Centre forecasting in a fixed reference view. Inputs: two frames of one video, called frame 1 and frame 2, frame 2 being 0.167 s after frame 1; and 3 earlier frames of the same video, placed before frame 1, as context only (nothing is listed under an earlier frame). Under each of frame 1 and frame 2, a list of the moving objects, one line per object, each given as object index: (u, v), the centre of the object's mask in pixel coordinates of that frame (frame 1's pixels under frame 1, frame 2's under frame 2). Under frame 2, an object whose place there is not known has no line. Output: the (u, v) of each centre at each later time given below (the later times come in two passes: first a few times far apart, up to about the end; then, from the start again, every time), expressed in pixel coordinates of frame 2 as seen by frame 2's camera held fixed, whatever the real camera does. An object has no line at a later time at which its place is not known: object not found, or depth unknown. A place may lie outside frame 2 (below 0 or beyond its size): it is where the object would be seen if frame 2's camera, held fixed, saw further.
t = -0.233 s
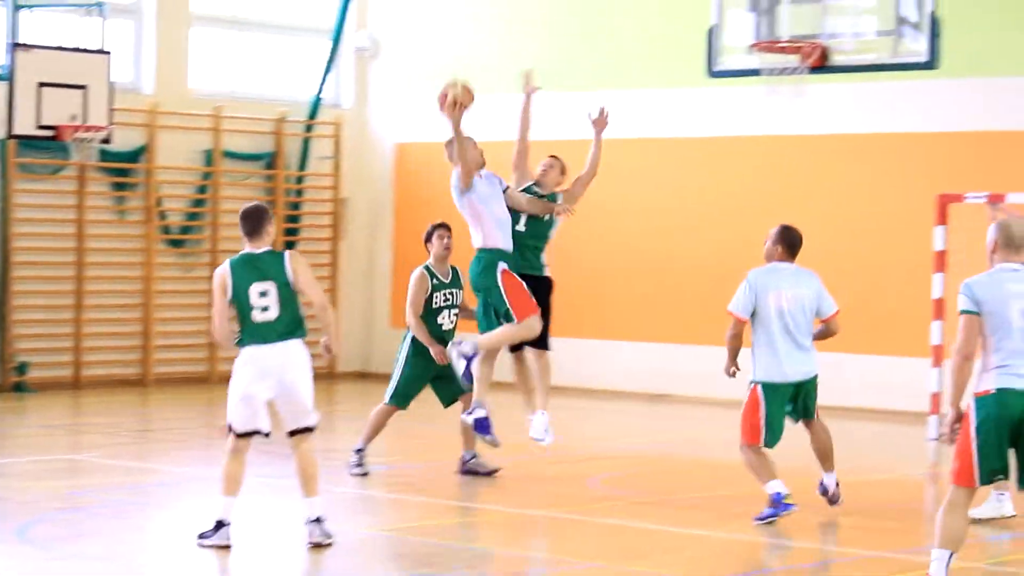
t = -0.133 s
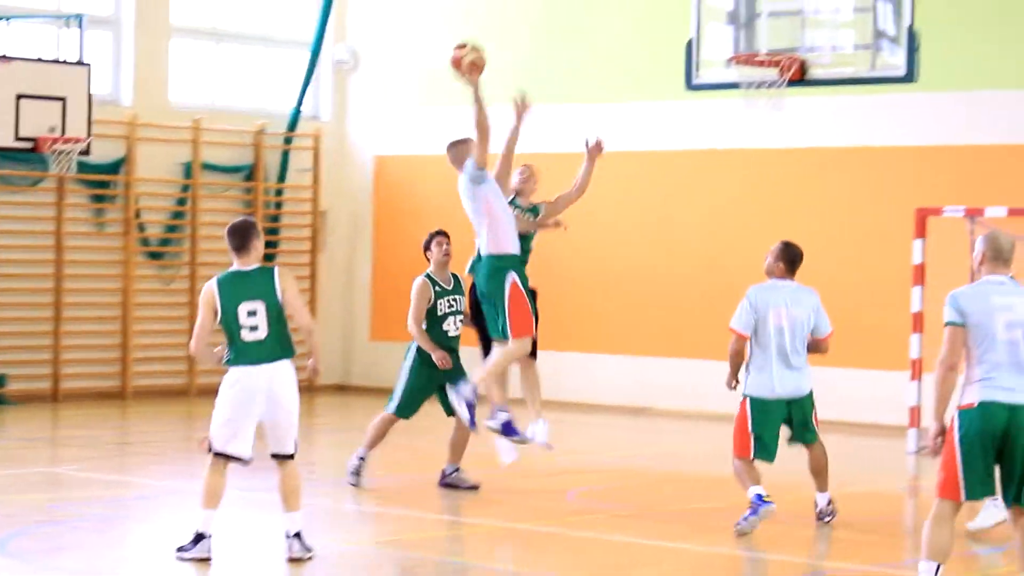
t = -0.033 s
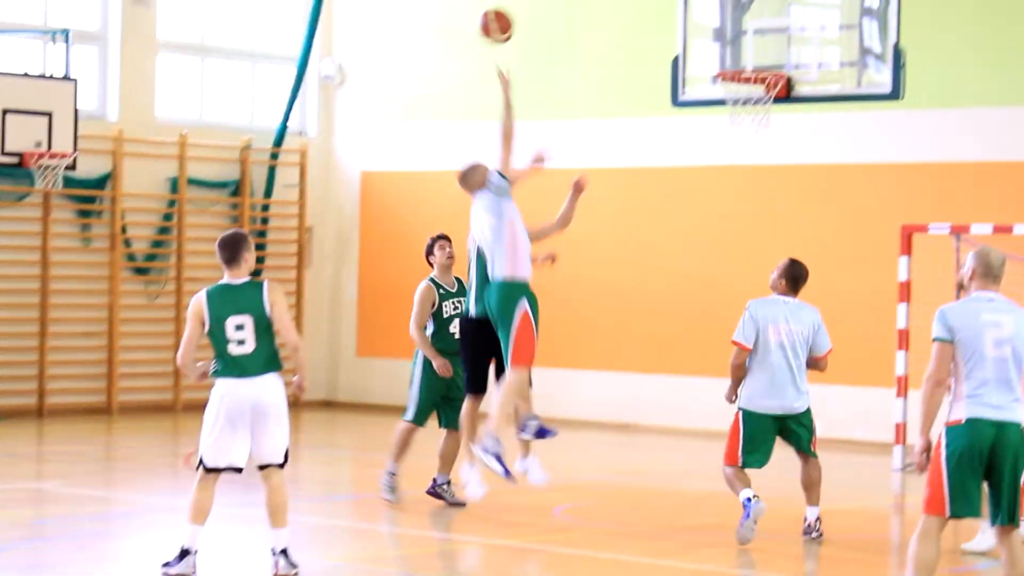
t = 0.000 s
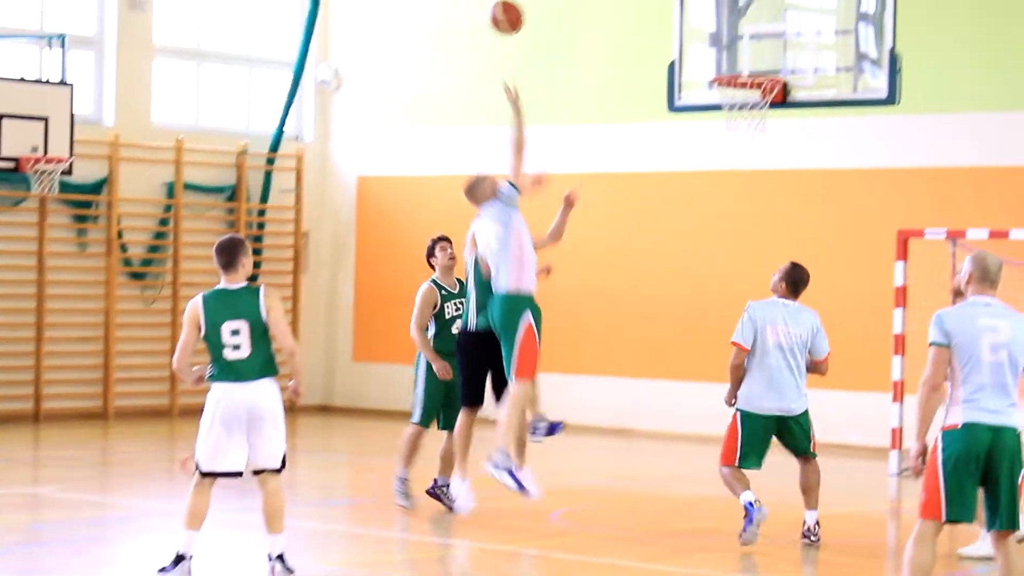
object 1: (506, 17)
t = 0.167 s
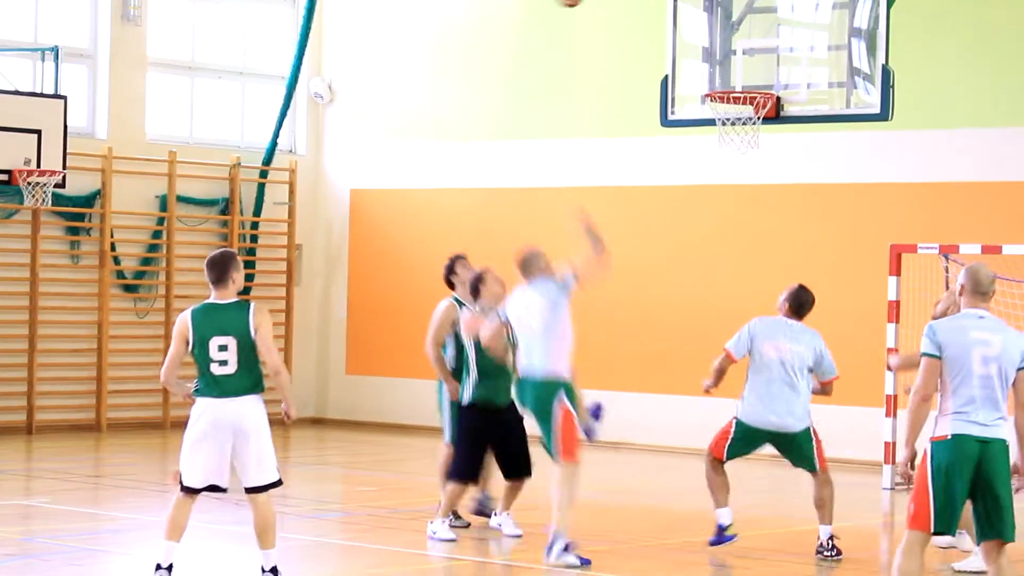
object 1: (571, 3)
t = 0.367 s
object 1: (645, 0)
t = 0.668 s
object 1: (750, 112)
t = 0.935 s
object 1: (800, 233)
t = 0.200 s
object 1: (583, 1)
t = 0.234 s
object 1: (595, -1)
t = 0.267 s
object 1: (608, -2)
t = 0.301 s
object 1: (620, -2)
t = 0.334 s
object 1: (633, -2)
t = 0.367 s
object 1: (645, 0)
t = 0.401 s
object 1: (657, 3)
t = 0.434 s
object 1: (669, 9)
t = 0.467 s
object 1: (683, 18)
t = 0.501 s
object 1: (694, 31)
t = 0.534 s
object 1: (707, 45)
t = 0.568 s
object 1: (718, 57)
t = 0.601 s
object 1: (728, 73)
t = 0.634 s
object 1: (739, 83)
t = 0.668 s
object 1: (750, 112)
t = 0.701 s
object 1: (758, 126)
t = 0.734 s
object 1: (765, 139)
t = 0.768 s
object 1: (771, 149)
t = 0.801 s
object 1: (777, 163)
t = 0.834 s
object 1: (784, 178)
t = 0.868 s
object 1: (789, 194)
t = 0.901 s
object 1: (794, 213)
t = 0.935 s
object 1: (800, 233)
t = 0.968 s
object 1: (806, 253)
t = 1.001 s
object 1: (812, 277)
